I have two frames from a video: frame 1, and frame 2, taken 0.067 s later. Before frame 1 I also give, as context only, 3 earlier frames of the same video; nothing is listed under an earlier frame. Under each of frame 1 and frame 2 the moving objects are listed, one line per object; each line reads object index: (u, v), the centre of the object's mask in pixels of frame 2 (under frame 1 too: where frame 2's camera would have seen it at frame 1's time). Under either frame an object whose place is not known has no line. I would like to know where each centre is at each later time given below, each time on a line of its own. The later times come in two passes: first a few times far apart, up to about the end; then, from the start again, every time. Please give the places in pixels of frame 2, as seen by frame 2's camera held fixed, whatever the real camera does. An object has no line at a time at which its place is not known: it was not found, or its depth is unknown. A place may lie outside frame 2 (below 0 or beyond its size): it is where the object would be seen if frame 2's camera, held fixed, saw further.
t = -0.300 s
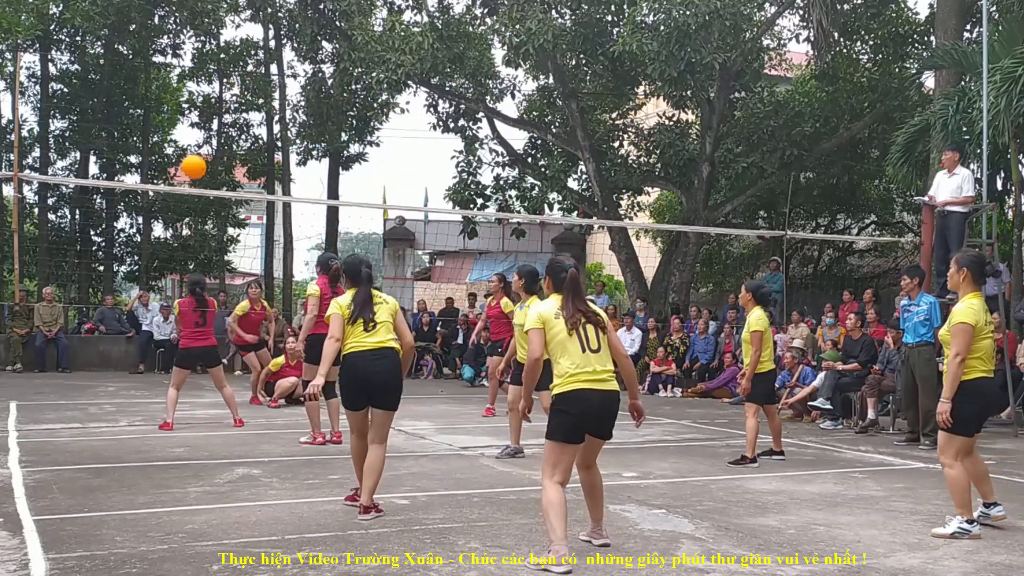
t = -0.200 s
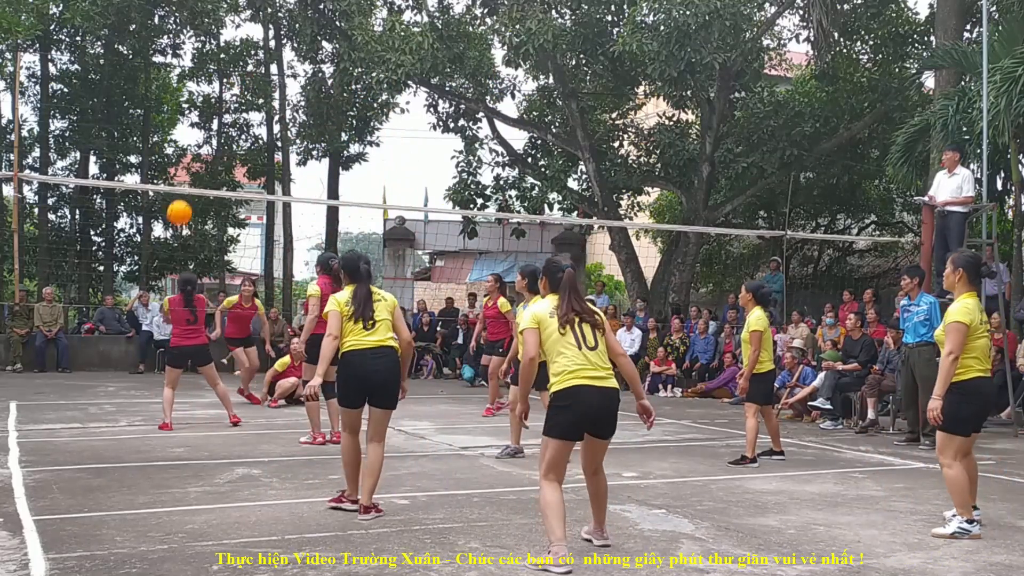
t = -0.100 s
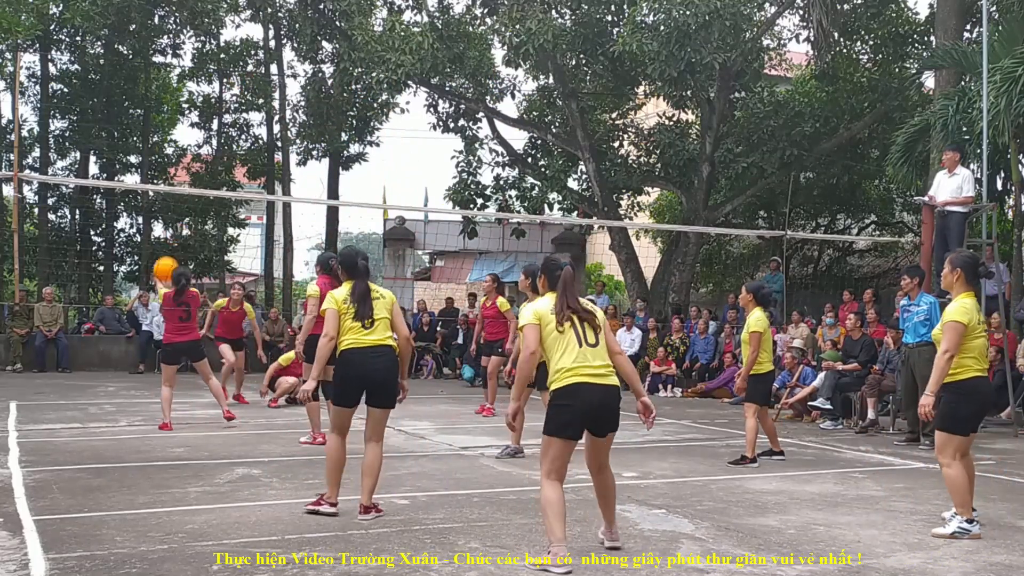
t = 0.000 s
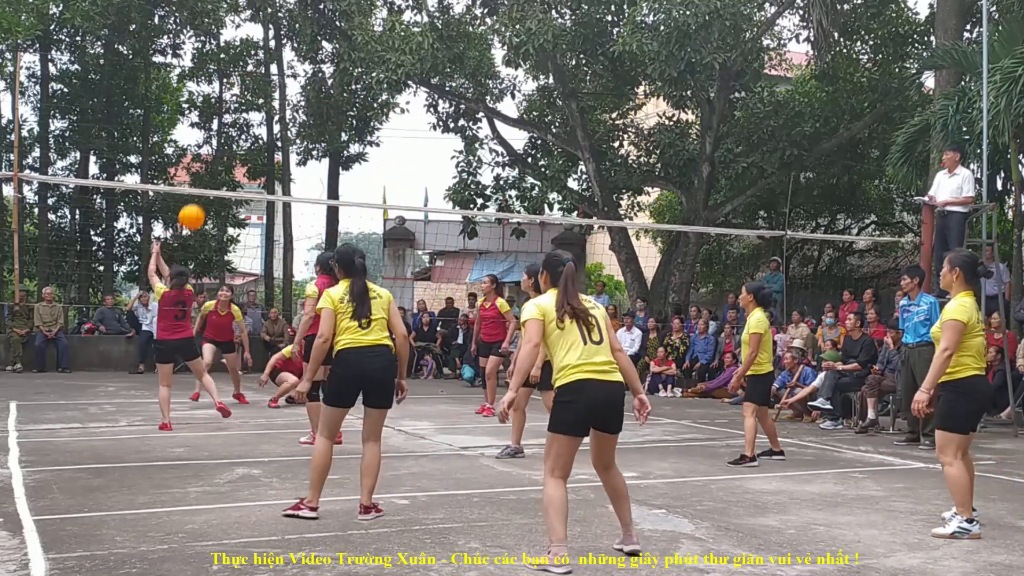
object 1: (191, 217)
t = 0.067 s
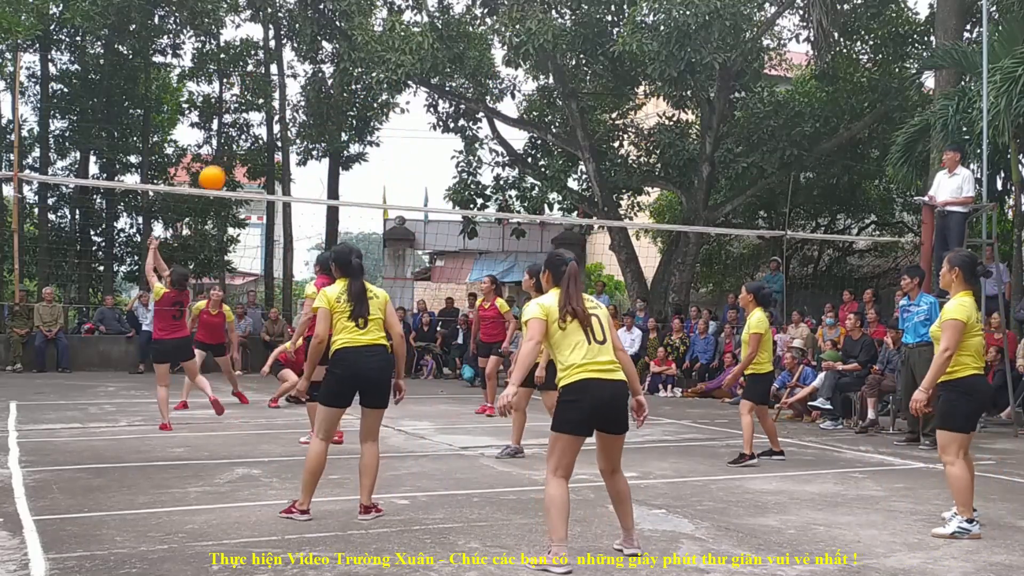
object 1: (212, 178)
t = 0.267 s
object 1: (275, 87)
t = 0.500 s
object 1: (354, 32)
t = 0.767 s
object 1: (451, 44)
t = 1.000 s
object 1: (541, 130)
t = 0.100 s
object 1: (222, 161)
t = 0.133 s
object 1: (232, 144)
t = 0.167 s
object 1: (243, 128)
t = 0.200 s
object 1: (254, 112)
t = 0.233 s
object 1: (265, 99)
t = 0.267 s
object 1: (275, 87)
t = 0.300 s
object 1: (287, 76)
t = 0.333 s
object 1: (299, 66)
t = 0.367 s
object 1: (310, 56)
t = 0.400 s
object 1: (320, 49)
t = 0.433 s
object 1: (331, 42)
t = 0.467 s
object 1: (342, 36)
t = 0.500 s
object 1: (354, 32)
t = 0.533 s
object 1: (365, 28)
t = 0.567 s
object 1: (378, 26)
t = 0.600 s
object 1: (390, 26)
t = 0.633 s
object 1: (402, 26)
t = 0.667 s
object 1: (414, 29)
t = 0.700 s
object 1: (427, 33)
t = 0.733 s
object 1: (438, 38)
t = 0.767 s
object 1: (451, 44)
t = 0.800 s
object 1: (463, 52)
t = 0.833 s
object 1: (475, 61)
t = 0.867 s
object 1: (487, 71)
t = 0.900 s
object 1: (500, 84)
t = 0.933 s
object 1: (514, 98)
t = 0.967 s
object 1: (528, 113)
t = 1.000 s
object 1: (541, 130)
